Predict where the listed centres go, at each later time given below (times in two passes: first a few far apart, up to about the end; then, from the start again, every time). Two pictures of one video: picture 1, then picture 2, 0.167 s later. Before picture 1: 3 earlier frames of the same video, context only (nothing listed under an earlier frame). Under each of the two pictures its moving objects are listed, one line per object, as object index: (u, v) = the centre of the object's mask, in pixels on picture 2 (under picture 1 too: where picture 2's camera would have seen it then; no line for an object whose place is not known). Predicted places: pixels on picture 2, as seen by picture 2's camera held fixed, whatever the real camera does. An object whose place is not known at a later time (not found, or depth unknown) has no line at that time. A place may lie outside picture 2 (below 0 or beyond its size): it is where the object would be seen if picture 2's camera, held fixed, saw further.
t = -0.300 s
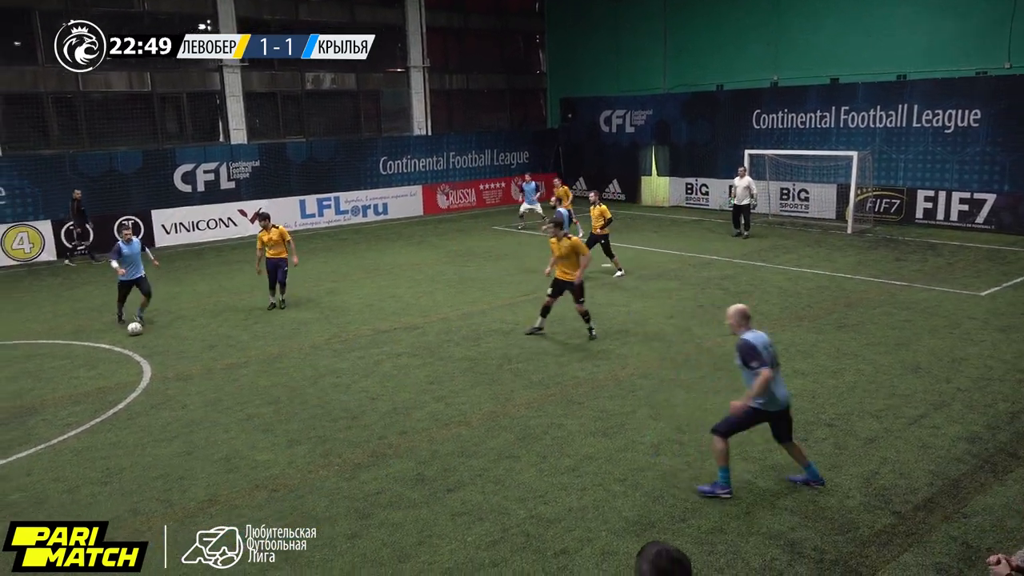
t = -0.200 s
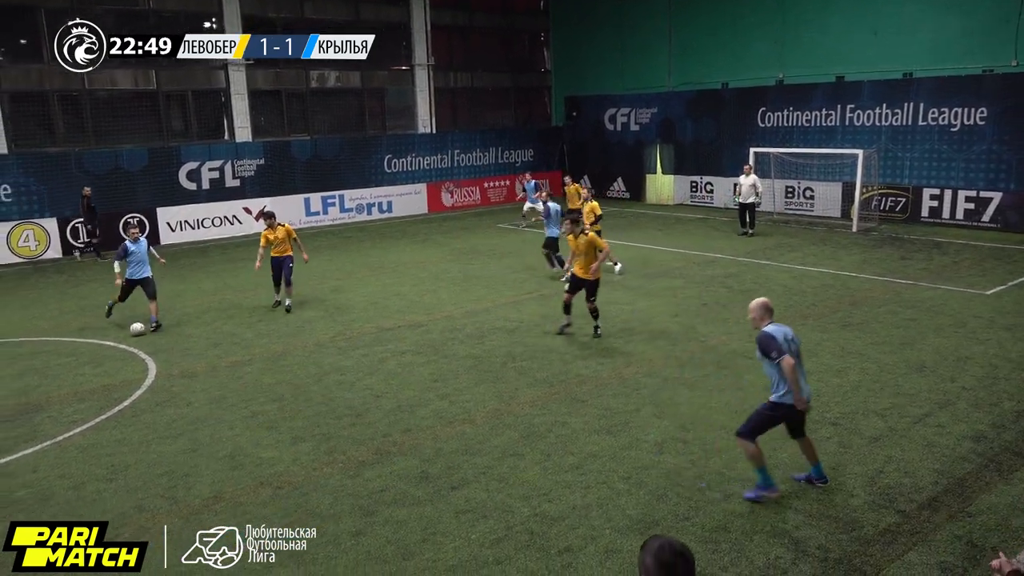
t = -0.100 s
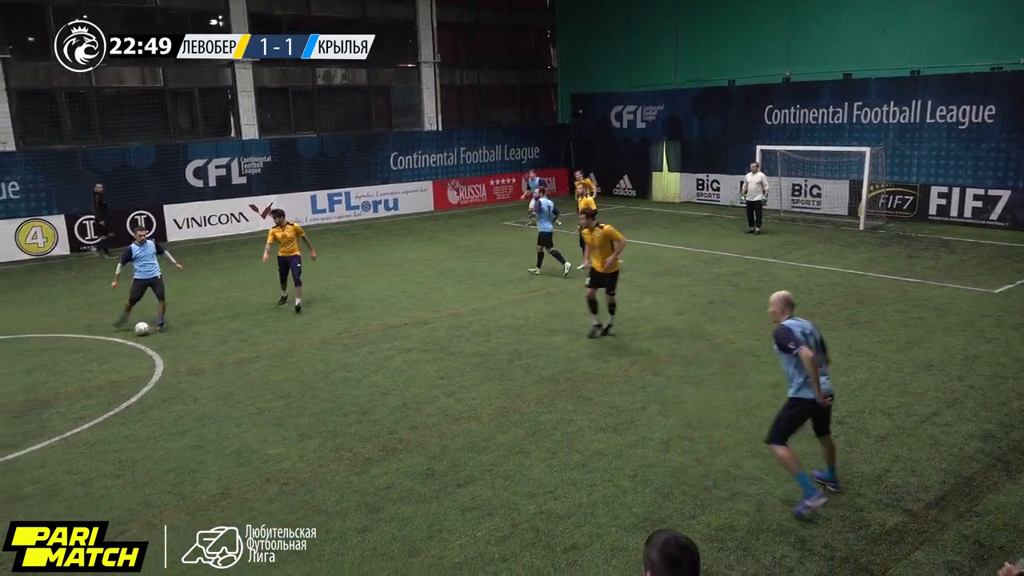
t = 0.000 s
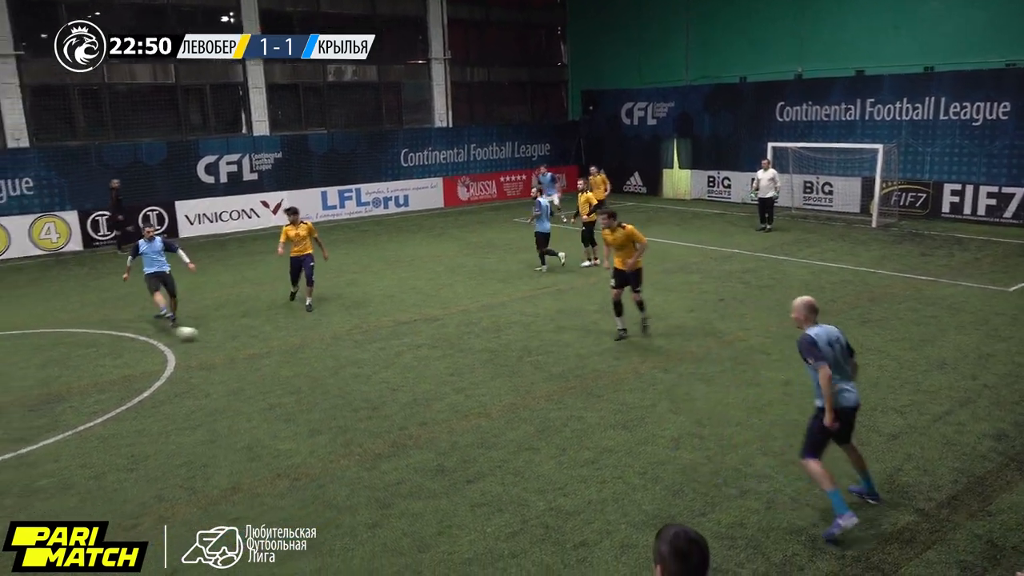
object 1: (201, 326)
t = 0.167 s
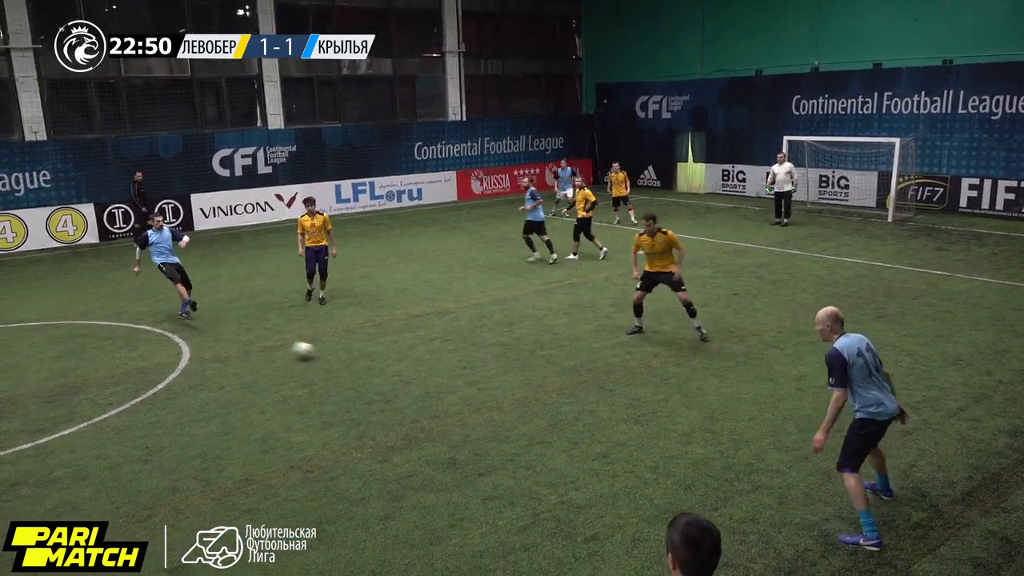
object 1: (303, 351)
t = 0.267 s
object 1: (372, 370)
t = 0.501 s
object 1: (546, 412)
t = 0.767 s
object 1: (786, 470)
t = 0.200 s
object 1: (325, 357)
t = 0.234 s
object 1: (349, 364)
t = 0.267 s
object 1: (372, 370)
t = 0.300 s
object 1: (395, 376)
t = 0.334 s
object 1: (419, 381)
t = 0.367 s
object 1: (444, 387)
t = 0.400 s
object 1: (469, 394)
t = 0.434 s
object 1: (493, 398)
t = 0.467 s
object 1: (518, 405)
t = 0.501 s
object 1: (546, 412)
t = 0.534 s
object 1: (573, 420)
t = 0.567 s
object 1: (600, 426)
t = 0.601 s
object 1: (628, 431)
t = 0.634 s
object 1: (657, 438)
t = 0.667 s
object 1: (687, 446)
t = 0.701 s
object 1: (719, 456)
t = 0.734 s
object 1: (751, 462)
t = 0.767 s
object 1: (786, 470)
